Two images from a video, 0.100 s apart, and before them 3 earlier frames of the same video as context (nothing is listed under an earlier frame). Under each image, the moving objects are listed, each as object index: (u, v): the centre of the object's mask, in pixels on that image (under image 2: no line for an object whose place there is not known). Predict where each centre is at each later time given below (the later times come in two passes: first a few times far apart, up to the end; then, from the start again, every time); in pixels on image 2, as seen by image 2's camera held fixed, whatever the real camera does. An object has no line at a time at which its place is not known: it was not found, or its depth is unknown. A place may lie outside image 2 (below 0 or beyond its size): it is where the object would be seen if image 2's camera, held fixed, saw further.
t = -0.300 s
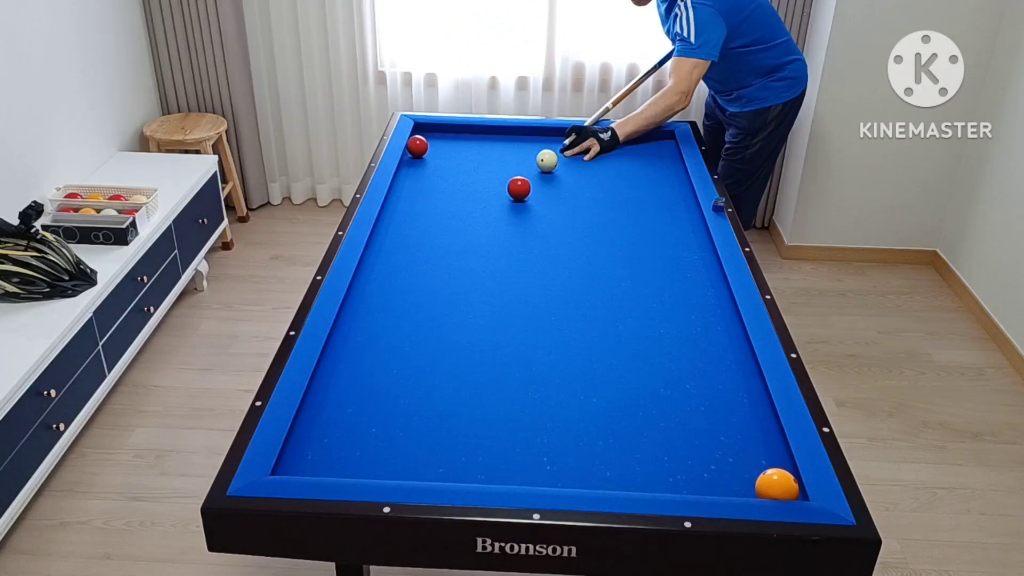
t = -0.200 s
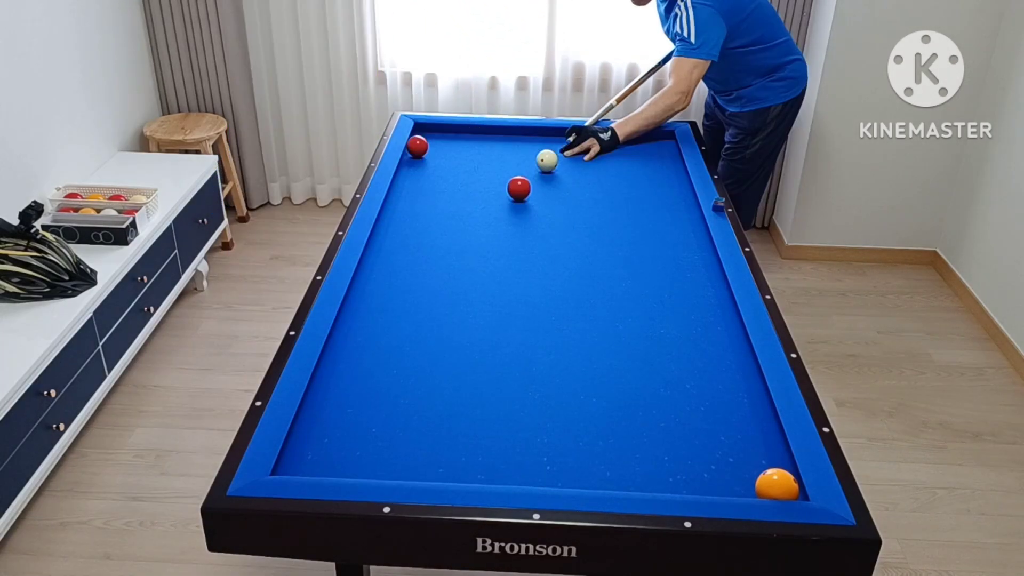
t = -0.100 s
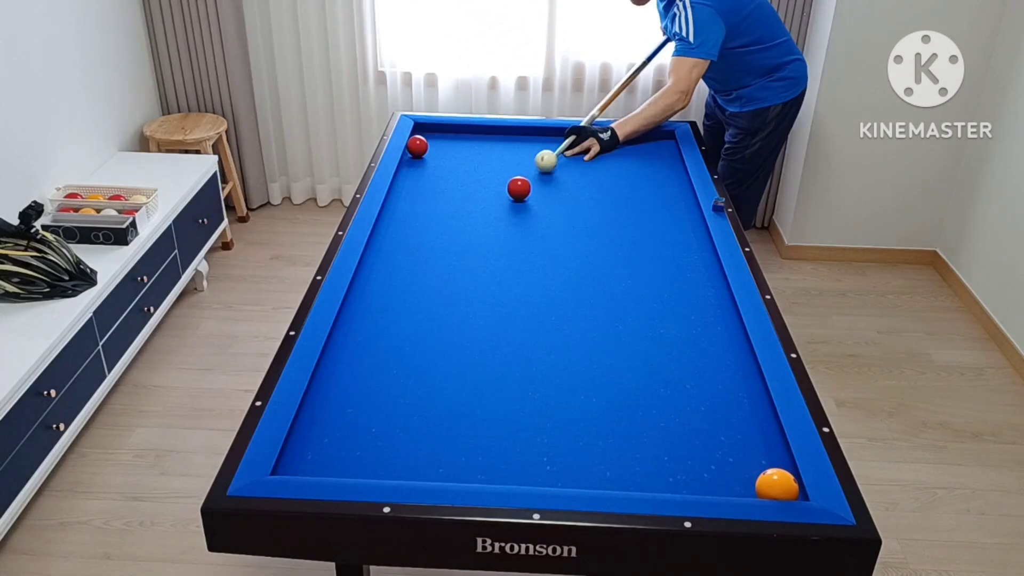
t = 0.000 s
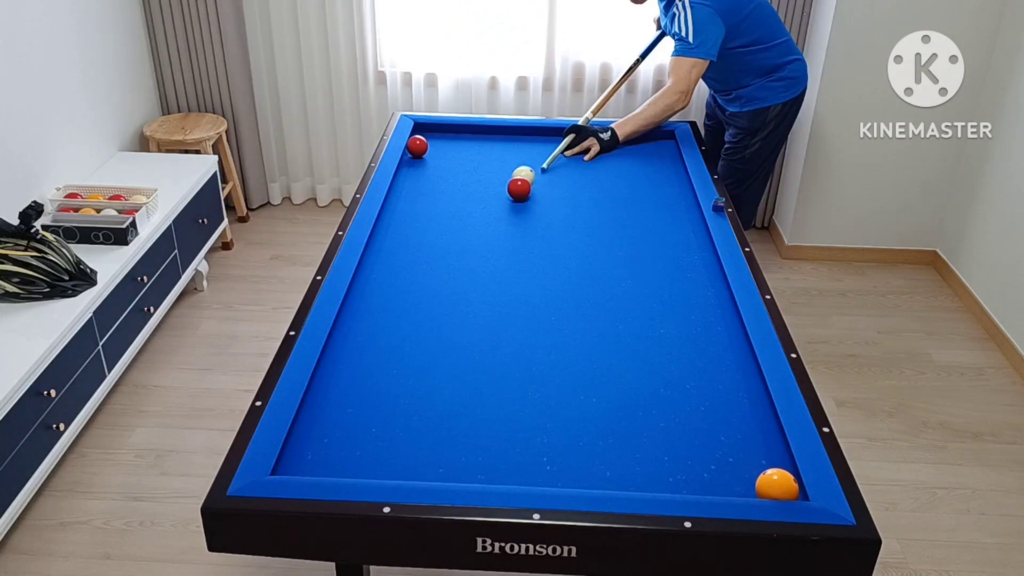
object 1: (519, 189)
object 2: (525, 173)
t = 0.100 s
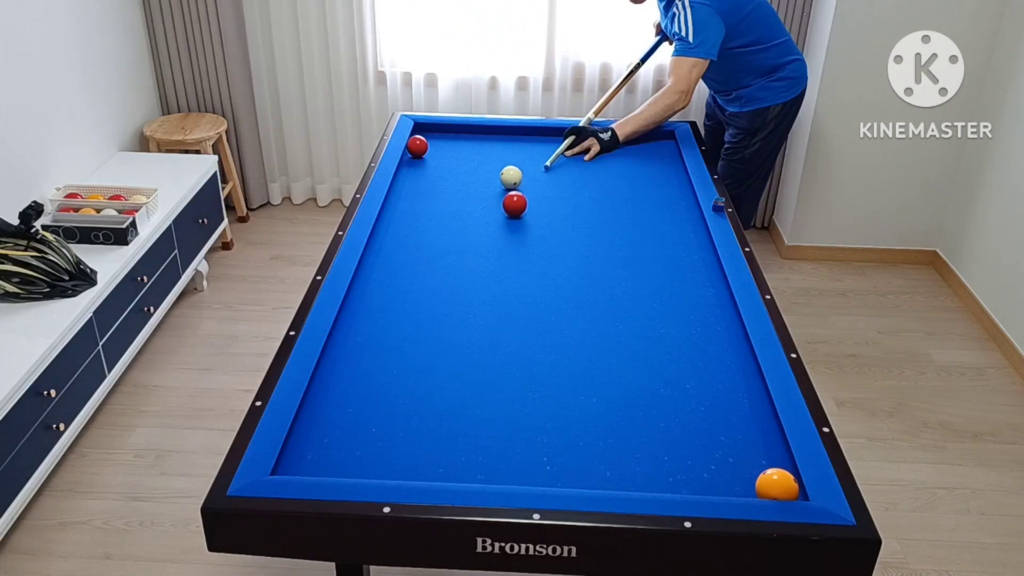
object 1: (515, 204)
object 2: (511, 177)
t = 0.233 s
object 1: (509, 226)
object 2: (500, 174)
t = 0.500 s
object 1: (495, 275)
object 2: (478, 169)
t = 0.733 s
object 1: (482, 327)
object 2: (461, 164)
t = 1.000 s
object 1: (463, 403)
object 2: (442, 159)
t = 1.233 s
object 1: (447, 464)
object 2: (426, 155)
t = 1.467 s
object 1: (453, 417)
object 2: (414, 153)
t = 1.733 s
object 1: (457, 375)
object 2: (420, 153)
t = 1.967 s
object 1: (462, 343)
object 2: (424, 152)
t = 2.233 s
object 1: (467, 311)
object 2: (428, 150)
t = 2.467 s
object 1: (472, 287)
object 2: (429, 150)
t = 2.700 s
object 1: (477, 266)
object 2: (430, 149)
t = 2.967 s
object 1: (482, 244)
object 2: (430, 148)
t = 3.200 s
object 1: (485, 226)
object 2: (430, 148)
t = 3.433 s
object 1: (489, 211)
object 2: (430, 148)
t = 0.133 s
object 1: (513, 209)
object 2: (508, 176)
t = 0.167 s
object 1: (512, 215)
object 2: (505, 176)
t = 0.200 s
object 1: (510, 220)
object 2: (502, 175)
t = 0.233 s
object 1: (509, 226)
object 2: (500, 174)
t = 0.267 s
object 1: (507, 231)
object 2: (497, 173)
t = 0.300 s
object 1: (505, 237)
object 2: (494, 173)
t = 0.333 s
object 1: (504, 243)
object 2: (492, 172)
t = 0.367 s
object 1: (502, 249)
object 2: (489, 171)
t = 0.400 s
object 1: (500, 255)
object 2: (486, 171)
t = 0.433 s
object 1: (499, 262)
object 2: (484, 170)
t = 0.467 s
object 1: (497, 268)
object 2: (481, 169)
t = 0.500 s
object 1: (495, 275)
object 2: (478, 169)
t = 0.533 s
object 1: (493, 282)
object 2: (476, 168)
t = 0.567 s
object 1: (491, 289)
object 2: (473, 167)
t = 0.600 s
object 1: (489, 296)
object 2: (471, 167)
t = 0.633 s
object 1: (488, 303)
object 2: (468, 166)
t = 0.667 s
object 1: (486, 311)
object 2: (466, 165)
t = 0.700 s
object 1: (484, 319)
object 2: (463, 165)
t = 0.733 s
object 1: (482, 327)
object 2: (461, 164)
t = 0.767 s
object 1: (480, 336)
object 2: (458, 163)
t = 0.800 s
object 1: (478, 344)
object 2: (456, 163)
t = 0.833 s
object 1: (475, 353)
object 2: (454, 162)
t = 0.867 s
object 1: (473, 363)
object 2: (451, 162)
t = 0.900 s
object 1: (471, 372)
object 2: (449, 161)
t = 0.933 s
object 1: (469, 382)
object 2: (446, 160)
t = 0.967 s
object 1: (466, 392)
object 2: (444, 160)
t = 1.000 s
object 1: (463, 403)
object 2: (442, 159)
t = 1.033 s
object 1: (461, 413)
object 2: (440, 159)
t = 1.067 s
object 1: (458, 425)
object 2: (437, 158)
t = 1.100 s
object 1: (455, 437)
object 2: (435, 157)
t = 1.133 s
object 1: (452, 449)
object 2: (433, 157)
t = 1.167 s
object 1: (449, 461)
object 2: (431, 156)
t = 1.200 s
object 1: (447, 469)
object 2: (428, 156)
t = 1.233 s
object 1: (447, 464)
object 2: (426, 155)
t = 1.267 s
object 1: (448, 457)
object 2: (424, 155)
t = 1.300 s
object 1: (449, 450)
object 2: (422, 154)
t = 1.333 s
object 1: (450, 443)
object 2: (420, 154)
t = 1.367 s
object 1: (451, 436)
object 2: (418, 154)
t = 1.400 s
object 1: (451, 430)
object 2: (417, 154)
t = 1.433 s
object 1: (452, 424)
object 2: (416, 153)
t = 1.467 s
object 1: (453, 417)
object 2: (414, 153)
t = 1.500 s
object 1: (453, 412)
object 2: (414, 153)
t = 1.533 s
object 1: (454, 406)
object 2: (415, 153)
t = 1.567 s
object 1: (455, 401)
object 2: (416, 153)
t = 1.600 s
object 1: (455, 395)
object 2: (416, 153)
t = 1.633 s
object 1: (456, 389)
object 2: (418, 153)
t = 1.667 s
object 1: (456, 384)
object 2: (418, 153)
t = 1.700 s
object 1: (457, 379)
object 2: (419, 153)
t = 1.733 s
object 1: (457, 375)
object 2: (420, 153)
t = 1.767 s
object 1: (458, 370)
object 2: (420, 152)
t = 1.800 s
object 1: (459, 365)
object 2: (421, 152)
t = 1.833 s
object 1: (459, 360)
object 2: (422, 152)
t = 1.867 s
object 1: (460, 356)
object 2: (422, 152)
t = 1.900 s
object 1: (461, 351)
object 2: (423, 152)
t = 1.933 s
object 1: (461, 347)
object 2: (424, 152)
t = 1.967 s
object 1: (462, 343)
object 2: (424, 152)
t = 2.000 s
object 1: (462, 338)
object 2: (425, 151)
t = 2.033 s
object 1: (463, 334)
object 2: (425, 151)
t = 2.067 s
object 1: (464, 330)
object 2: (425, 151)
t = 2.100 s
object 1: (464, 326)
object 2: (426, 151)
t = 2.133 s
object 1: (465, 322)
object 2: (426, 151)
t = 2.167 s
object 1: (466, 319)
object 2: (427, 151)
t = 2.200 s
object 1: (466, 315)
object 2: (427, 150)
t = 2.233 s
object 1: (467, 311)
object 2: (428, 150)
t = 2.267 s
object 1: (468, 307)
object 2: (428, 150)
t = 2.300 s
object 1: (468, 304)
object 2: (428, 150)
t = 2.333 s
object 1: (469, 300)
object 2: (428, 150)
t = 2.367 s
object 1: (470, 297)
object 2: (429, 150)
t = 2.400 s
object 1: (470, 293)
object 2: (429, 150)
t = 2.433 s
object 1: (471, 290)
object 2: (429, 150)
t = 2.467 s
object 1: (472, 287)
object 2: (429, 150)
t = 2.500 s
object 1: (472, 284)
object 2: (429, 149)
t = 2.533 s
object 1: (473, 281)
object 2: (429, 149)
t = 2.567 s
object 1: (474, 278)
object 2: (430, 149)
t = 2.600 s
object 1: (475, 274)
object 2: (430, 149)
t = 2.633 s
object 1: (475, 271)
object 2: (430, 149)
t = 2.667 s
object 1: (476, 268)
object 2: (430, 149)
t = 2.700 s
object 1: (477, 266)
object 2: (430, 149)
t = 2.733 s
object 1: (477, 263)
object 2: (430, 149)
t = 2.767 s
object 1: (478, 260)
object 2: (430, 149)
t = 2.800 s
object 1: (478, 257)
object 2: (430, 149)
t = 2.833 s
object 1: (479, 254)
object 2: (430, 149)
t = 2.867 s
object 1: (480, 252)
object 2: (430, 148)
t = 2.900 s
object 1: (480, 249)
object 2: (430, 148)
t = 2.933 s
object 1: (481, 246)
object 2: (430, 148)
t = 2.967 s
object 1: (482, 244)
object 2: (430, 148)
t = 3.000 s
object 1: (482, 241)
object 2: (430, 148)
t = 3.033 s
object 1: (483, 239)
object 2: (430, 148)
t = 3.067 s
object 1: (483, 236)
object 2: (430, 148)
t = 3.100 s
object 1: (484, 234)
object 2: (430, 148)
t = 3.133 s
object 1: (484, 231)
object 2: (430, 148)
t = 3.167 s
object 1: (485, 229)
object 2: (430, 148)
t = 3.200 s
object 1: (485, 226)
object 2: (430, 148)
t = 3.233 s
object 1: (486, 224)
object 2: (430, 148)
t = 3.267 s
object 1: (486, 222)
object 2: (430, 148)
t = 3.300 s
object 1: (487, 219)
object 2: (430, 148)
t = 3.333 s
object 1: (487, 217)
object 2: (430, 148)
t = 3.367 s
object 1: (488, 215)
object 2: (430, 148)
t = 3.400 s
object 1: (488, 213)
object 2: (430, 148)
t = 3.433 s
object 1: (489, 211)
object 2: (430, 148)
